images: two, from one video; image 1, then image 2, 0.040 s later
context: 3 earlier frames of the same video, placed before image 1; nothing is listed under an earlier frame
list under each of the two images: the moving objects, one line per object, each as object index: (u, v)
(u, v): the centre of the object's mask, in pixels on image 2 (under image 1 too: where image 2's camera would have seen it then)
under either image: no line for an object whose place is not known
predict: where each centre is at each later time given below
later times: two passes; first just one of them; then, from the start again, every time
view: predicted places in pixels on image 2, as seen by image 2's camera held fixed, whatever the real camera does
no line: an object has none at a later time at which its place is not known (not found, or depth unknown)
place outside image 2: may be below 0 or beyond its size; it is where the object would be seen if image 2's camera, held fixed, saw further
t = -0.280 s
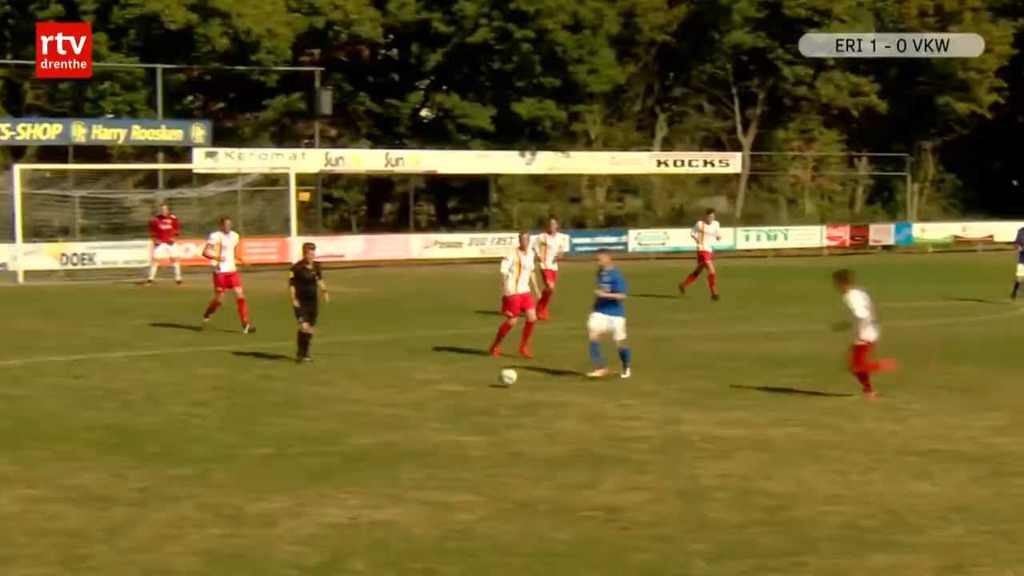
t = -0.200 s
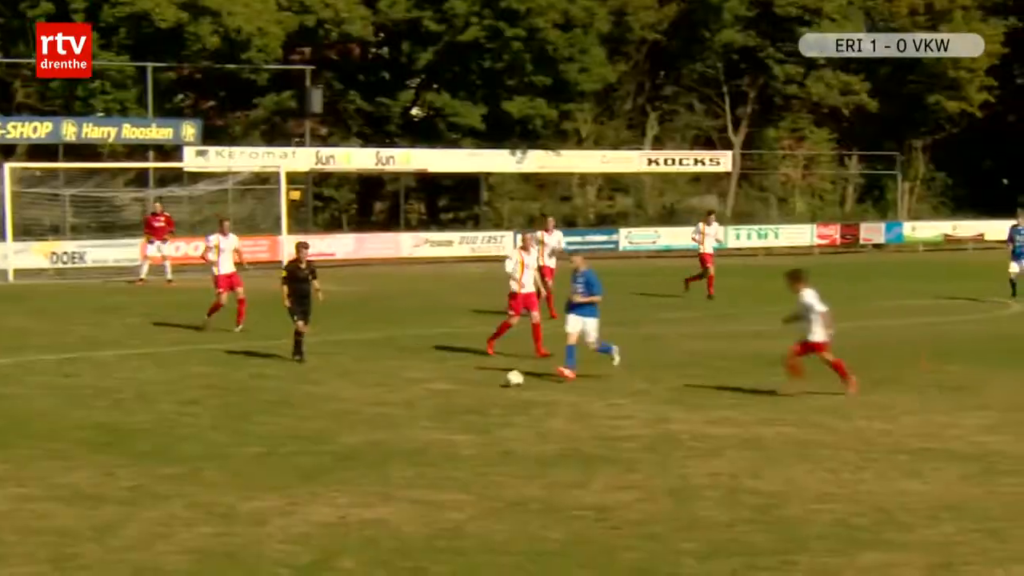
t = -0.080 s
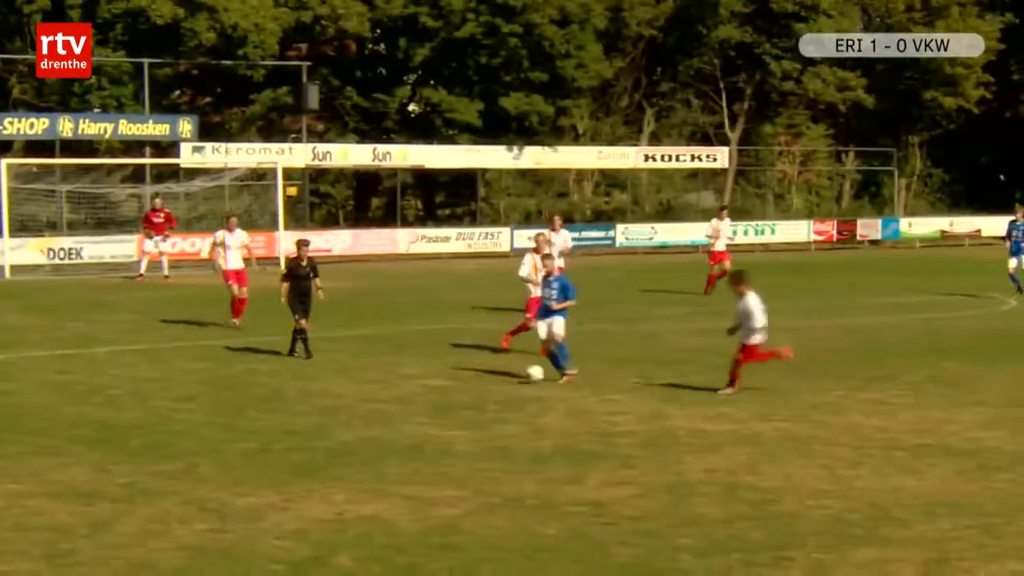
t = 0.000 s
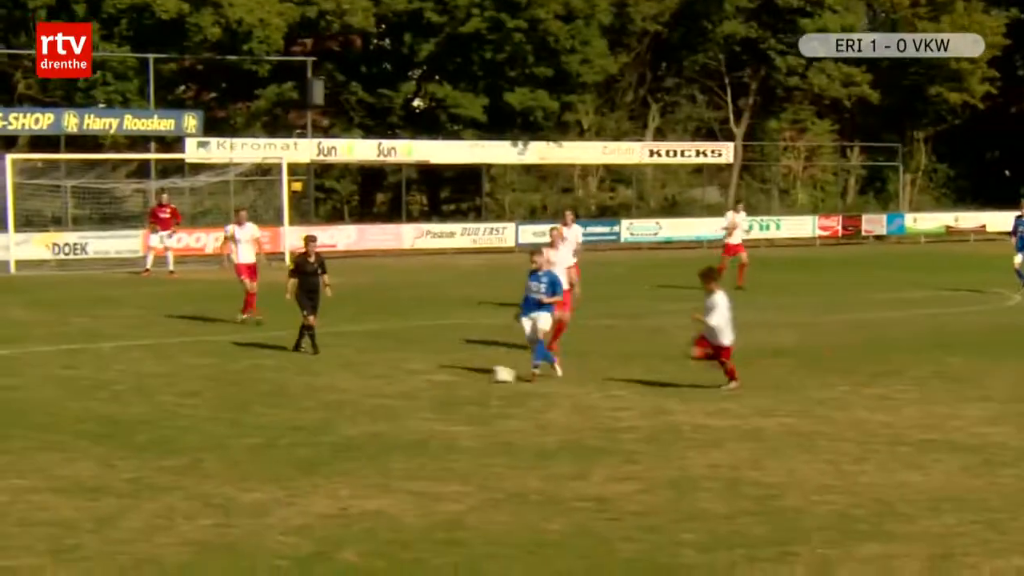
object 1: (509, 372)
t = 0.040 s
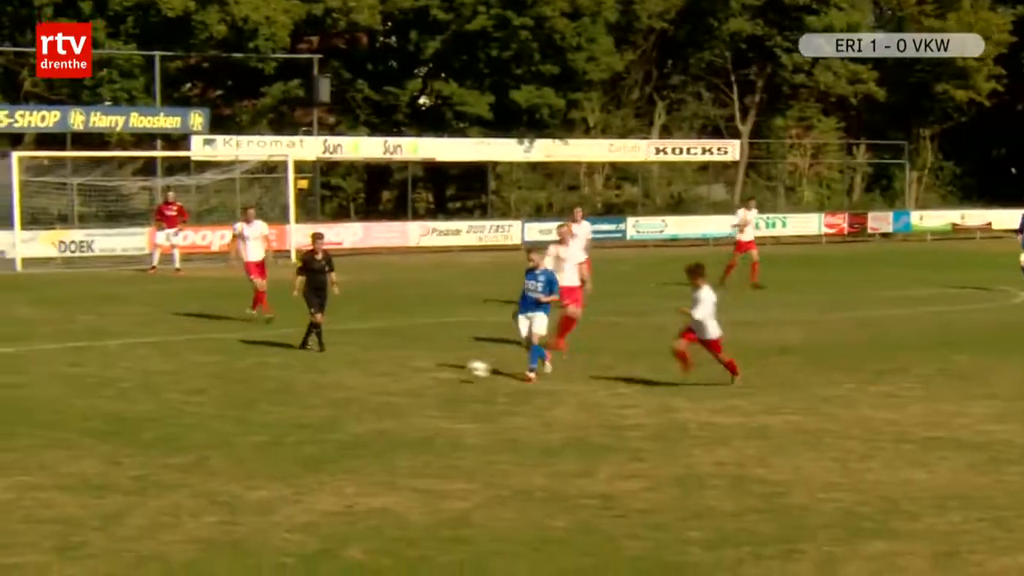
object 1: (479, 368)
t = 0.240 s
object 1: (322, 372)
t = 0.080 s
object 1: (448, 366)
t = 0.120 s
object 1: (416, 365)
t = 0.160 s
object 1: (386, 366)
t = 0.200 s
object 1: (354, 369)
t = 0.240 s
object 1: (322, 372)
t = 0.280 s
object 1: (289, 377)
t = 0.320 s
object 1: (255, 384)
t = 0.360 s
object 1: (220, 392)
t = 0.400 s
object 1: (190, 392)
